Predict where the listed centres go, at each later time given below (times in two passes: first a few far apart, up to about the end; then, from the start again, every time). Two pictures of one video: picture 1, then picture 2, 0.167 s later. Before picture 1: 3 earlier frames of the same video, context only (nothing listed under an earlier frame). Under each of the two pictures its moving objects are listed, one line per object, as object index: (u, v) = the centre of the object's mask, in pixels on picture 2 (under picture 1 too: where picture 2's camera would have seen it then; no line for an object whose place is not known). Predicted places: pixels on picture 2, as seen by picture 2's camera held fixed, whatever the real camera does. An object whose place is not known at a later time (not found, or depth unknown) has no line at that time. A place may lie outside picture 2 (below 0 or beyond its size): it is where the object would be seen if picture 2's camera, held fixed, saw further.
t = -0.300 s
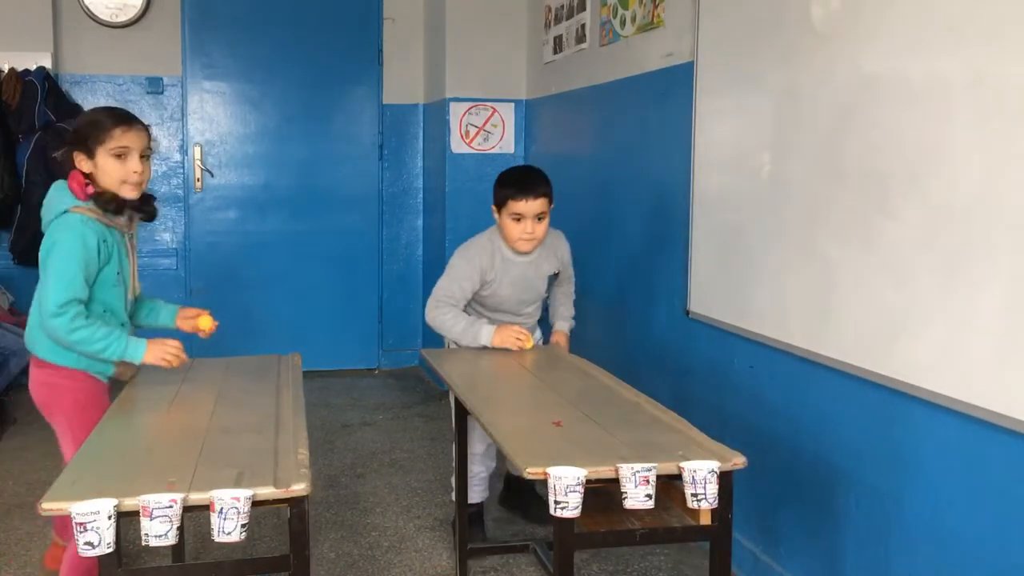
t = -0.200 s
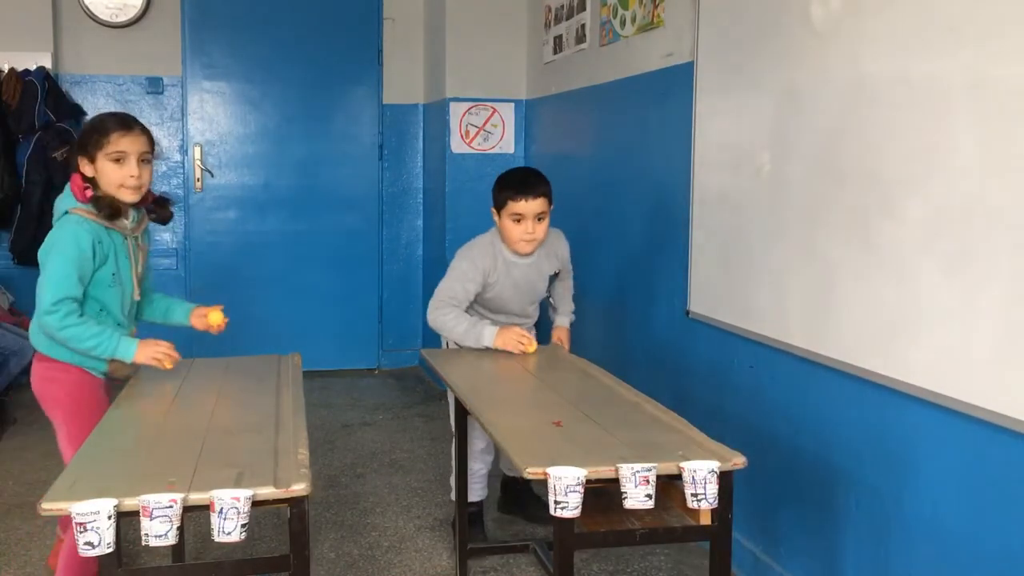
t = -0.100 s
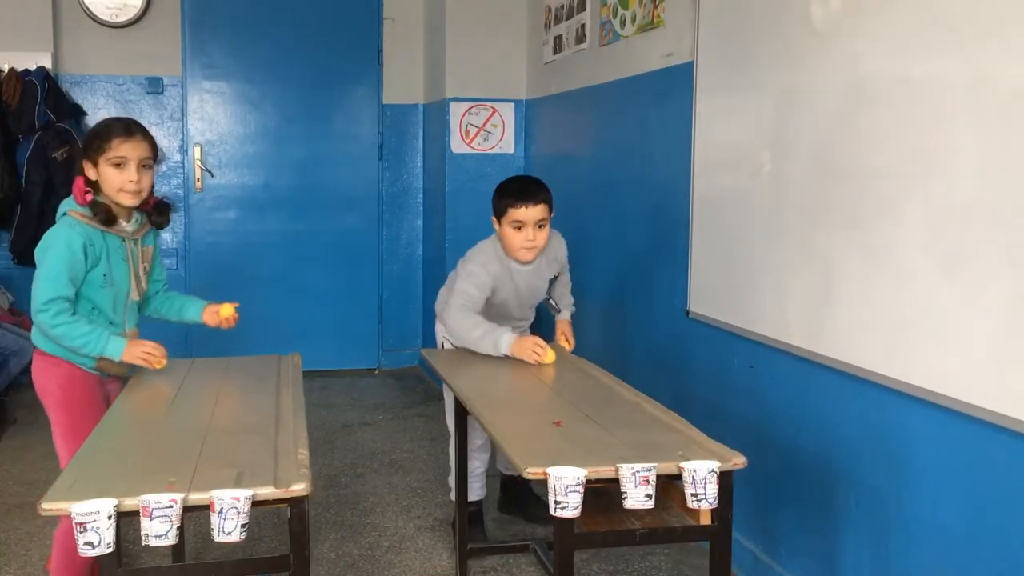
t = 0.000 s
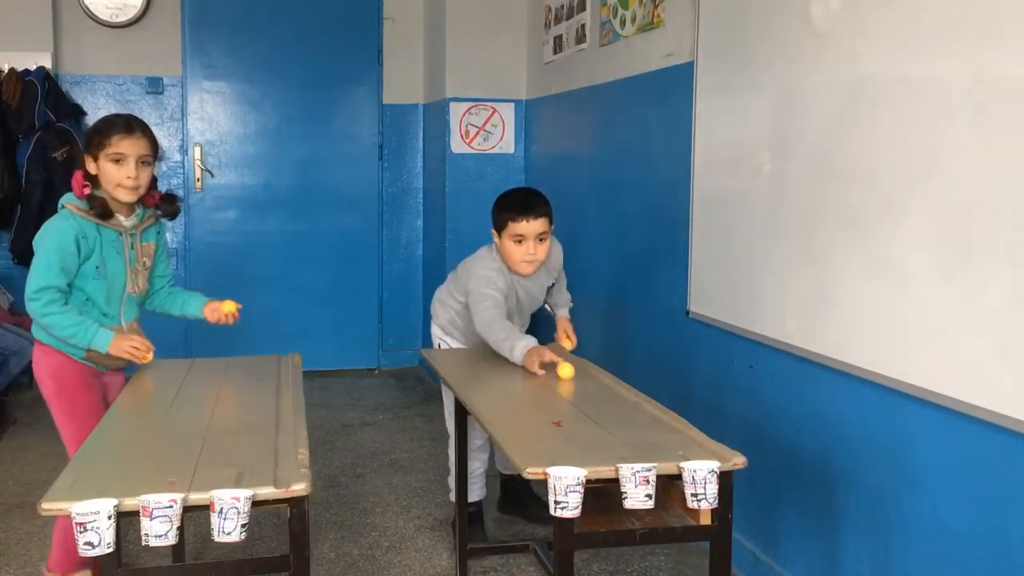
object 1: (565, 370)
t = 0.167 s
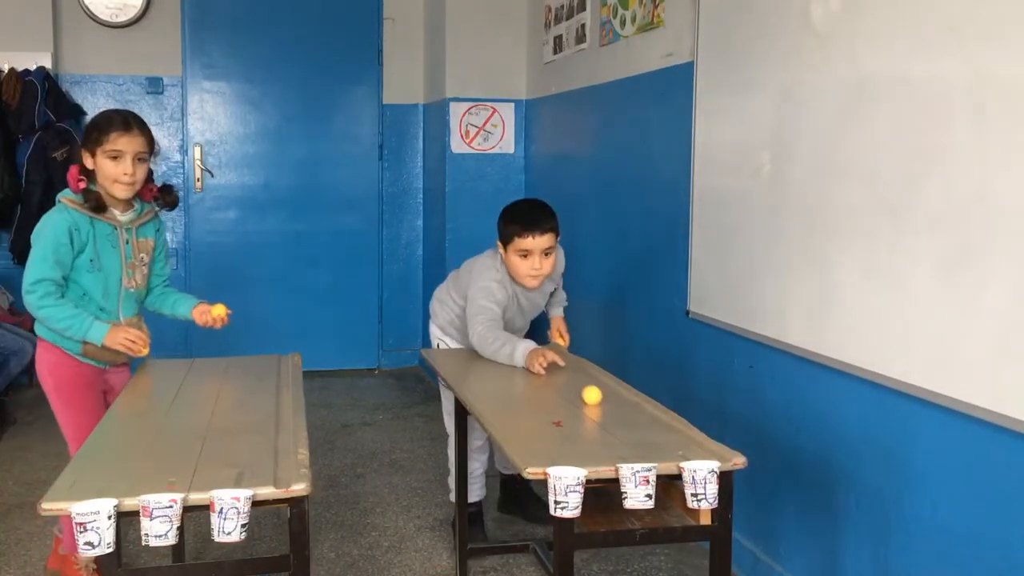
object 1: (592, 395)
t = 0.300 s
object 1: (609, 412)
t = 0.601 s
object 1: (653, 450)
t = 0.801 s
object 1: (687, 556)
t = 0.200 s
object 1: (596, 399)
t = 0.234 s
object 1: (601, 404)
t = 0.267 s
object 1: (604, 408)
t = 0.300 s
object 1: (609, 412)
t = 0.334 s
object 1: (613, 417)
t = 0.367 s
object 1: (618, 421)
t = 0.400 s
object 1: (622, 426)
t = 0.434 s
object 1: (627, 431)
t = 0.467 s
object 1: (632, 436)
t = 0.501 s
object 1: (636, 441)
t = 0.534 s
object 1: (641, 446)
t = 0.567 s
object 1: (647, 450)
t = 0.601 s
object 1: (653, 450)
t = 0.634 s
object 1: (658, 452)
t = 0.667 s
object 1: (664, 457)
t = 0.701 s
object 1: (670, 472)
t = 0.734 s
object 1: (676, 494)
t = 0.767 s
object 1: (682, 523)
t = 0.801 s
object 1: (687, 556)
